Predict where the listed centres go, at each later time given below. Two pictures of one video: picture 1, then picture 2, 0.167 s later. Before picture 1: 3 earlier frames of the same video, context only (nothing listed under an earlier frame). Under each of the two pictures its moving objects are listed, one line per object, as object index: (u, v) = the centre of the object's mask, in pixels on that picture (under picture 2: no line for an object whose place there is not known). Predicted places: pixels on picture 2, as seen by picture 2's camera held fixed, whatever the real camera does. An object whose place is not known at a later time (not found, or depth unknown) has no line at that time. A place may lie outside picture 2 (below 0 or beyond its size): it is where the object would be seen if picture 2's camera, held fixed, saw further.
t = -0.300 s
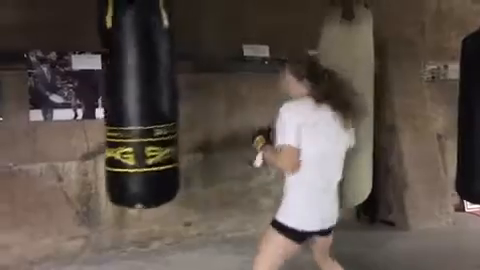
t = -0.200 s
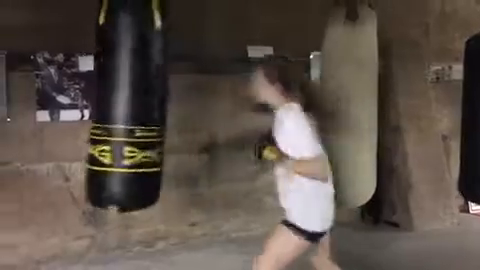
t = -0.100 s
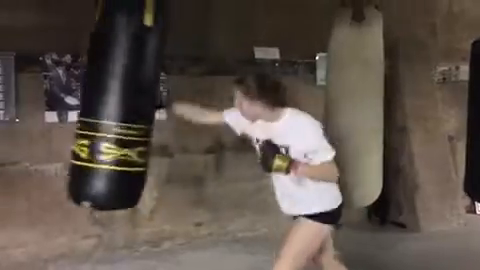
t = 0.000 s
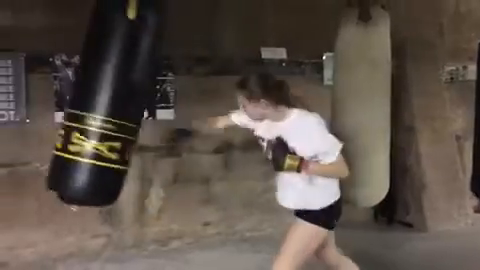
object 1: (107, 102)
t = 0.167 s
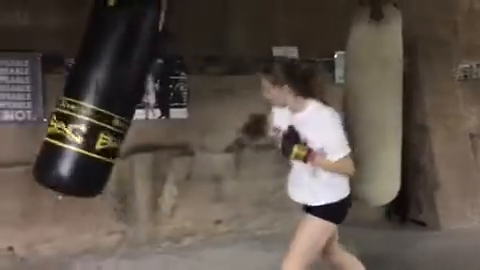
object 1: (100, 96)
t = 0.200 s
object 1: (99, 94)
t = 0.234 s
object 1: (99, 96)
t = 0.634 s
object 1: (144, 103)
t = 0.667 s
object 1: (149, 101)
